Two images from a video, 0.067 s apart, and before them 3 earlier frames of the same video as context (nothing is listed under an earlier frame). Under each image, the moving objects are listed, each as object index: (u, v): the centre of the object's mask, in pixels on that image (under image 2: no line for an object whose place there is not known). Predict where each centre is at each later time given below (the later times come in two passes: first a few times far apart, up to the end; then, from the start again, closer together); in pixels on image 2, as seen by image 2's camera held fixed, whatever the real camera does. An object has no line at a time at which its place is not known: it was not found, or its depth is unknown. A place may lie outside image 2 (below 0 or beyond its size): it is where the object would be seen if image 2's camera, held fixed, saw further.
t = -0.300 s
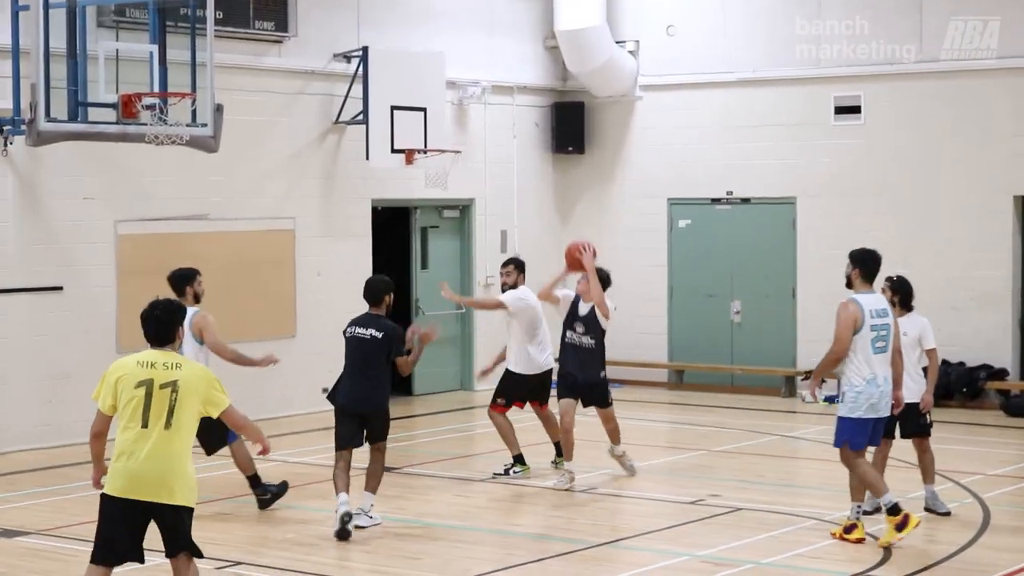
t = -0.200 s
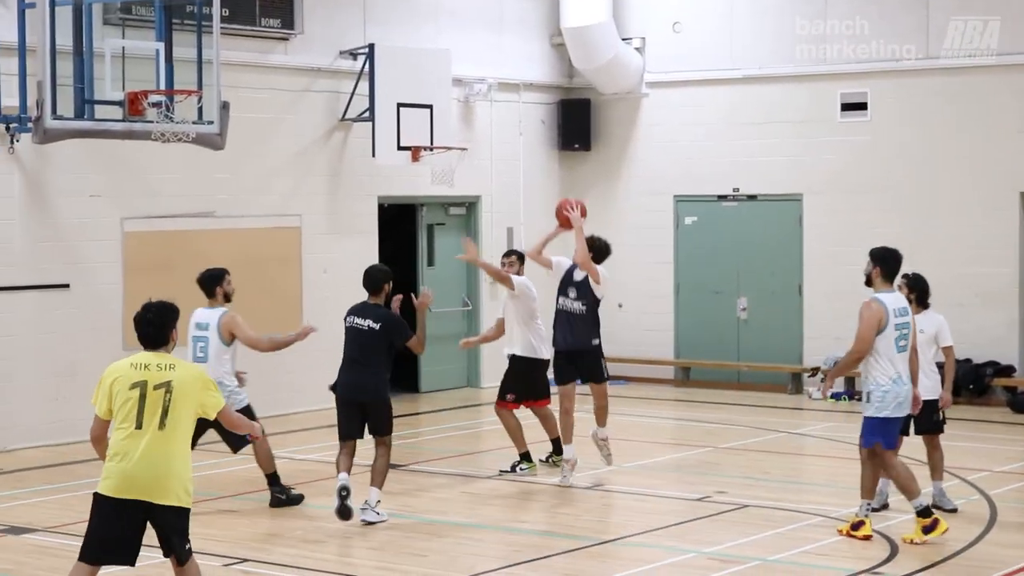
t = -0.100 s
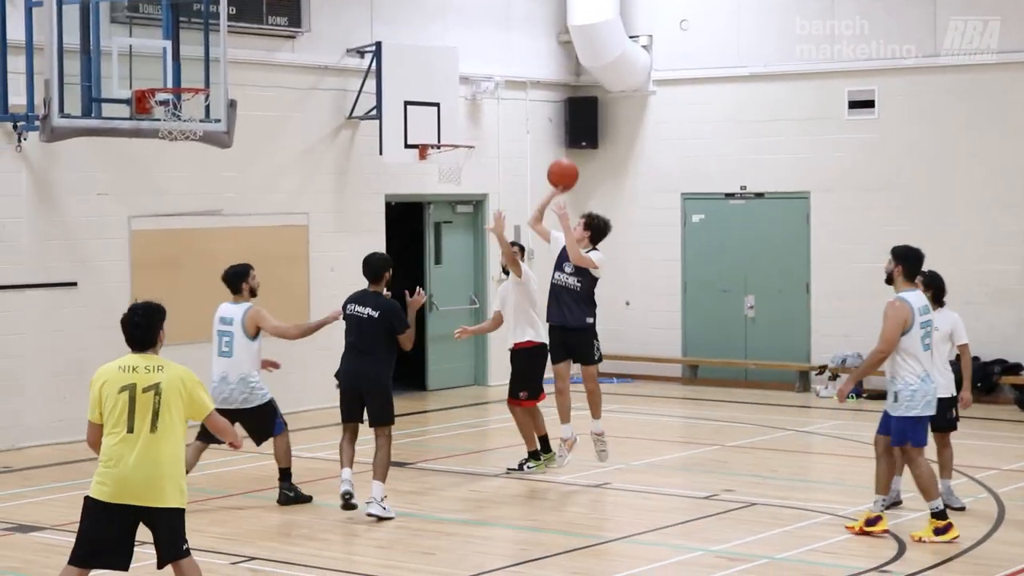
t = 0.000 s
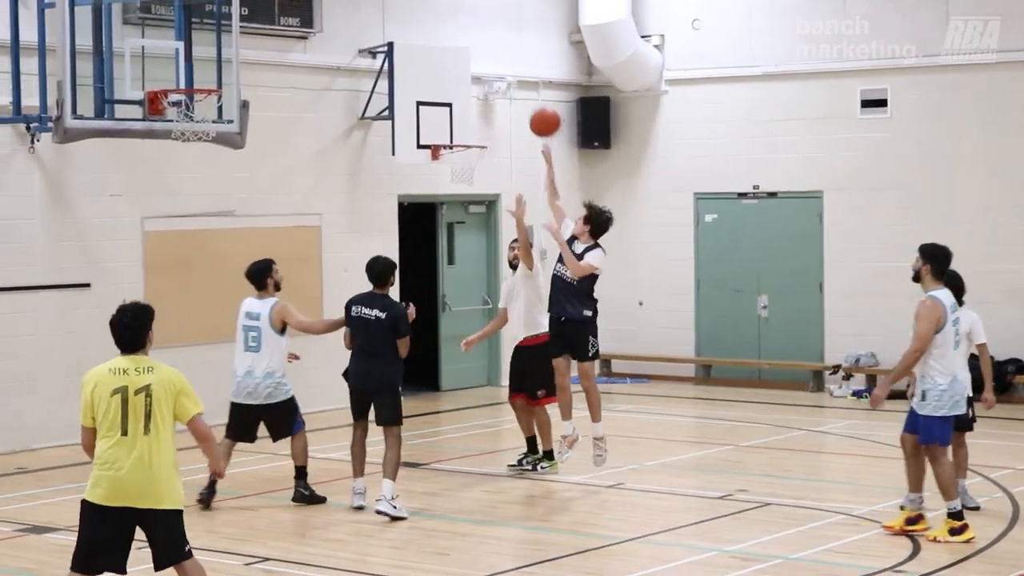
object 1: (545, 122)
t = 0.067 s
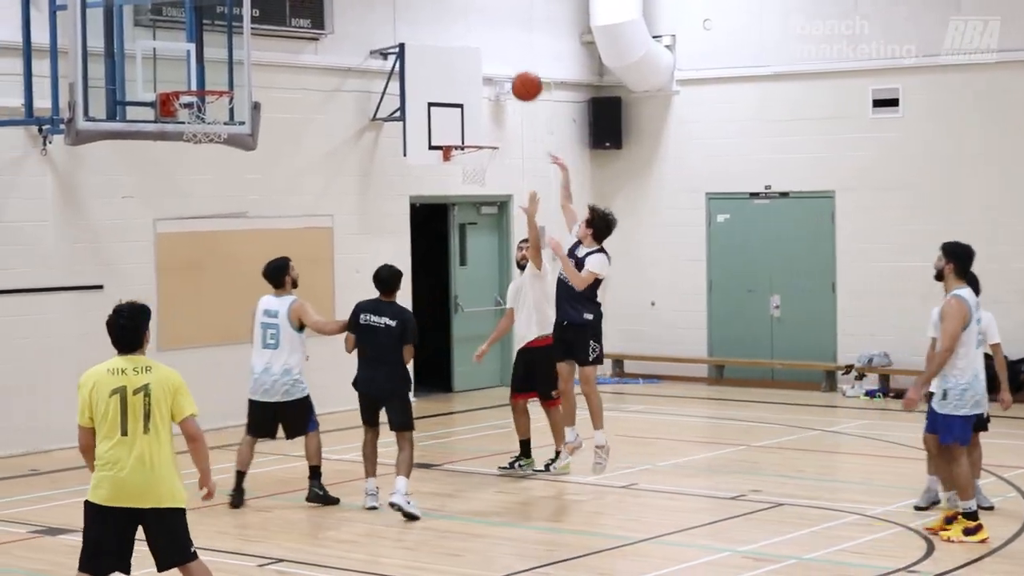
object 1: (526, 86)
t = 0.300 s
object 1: (424, 4)
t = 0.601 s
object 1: (298, 1)
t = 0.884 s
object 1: (189, 104)
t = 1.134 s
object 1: (235, 196)
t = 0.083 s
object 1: (519, 78)
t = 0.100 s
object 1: (512, 70)
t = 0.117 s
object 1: (504, 62)
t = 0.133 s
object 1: (497, 55)
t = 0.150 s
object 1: (490, 48)
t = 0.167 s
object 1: (482, 42)
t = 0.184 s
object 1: (475, 36)
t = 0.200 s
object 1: (468, 30)
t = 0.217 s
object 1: (460, 25)
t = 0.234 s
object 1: (453, 20)
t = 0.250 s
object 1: (446, 15)
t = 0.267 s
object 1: (439, 11)
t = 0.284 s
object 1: (431, 8)
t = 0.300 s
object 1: (424, 4)
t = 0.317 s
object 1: (417, 1)
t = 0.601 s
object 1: (298, 1)
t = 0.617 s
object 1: (291, 4)
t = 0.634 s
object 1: (284, 8)
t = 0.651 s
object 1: (277, 12)
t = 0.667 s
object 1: (270, 16)
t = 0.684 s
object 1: (264, 21)
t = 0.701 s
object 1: (257, 27)
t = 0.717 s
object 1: (250, 32)
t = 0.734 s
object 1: (244, 39)
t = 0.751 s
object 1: (237, 44)
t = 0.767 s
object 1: (231, 51)
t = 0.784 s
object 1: (224, 58)
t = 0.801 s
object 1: (217, 65)
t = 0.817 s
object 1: (211, 73)
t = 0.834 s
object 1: (205, 80)
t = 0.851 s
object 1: (199, 87)
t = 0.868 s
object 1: (192, 97)
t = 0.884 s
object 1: (189, 104)
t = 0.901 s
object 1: (188, 111)
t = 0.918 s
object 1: (191, 117)
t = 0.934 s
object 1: (194, 121)
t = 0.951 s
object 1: (198, 126)
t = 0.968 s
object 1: (201, 131)
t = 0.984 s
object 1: (204, 135)
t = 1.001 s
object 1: (208, 141)
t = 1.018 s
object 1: (211, 146)
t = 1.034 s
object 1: (214, 152)
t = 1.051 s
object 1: (218, 159)
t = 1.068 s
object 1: (221, 165)
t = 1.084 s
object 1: (225, 172)
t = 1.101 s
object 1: (228, 180)
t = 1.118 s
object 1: (232, 188)
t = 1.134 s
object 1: (235, 196)
